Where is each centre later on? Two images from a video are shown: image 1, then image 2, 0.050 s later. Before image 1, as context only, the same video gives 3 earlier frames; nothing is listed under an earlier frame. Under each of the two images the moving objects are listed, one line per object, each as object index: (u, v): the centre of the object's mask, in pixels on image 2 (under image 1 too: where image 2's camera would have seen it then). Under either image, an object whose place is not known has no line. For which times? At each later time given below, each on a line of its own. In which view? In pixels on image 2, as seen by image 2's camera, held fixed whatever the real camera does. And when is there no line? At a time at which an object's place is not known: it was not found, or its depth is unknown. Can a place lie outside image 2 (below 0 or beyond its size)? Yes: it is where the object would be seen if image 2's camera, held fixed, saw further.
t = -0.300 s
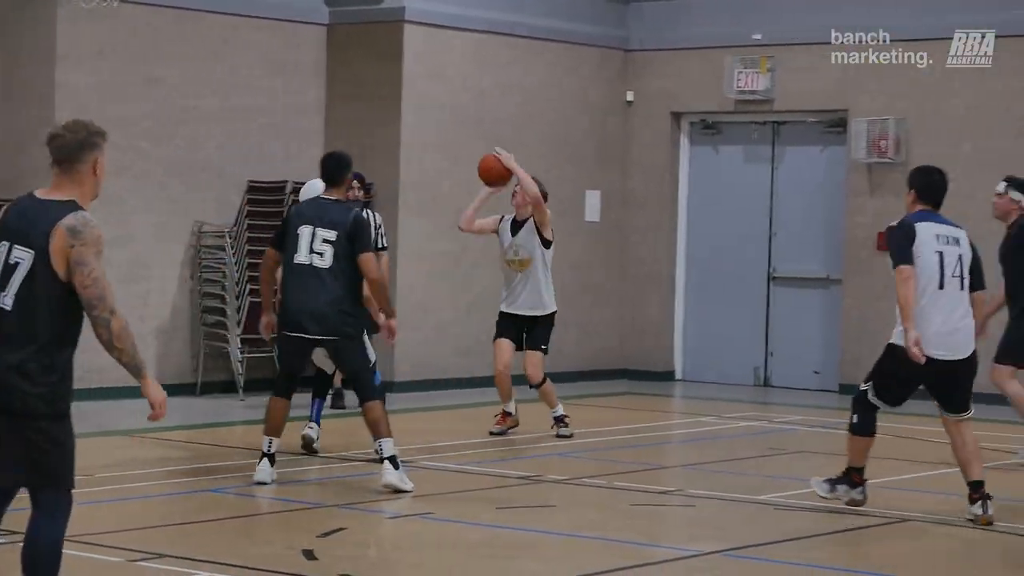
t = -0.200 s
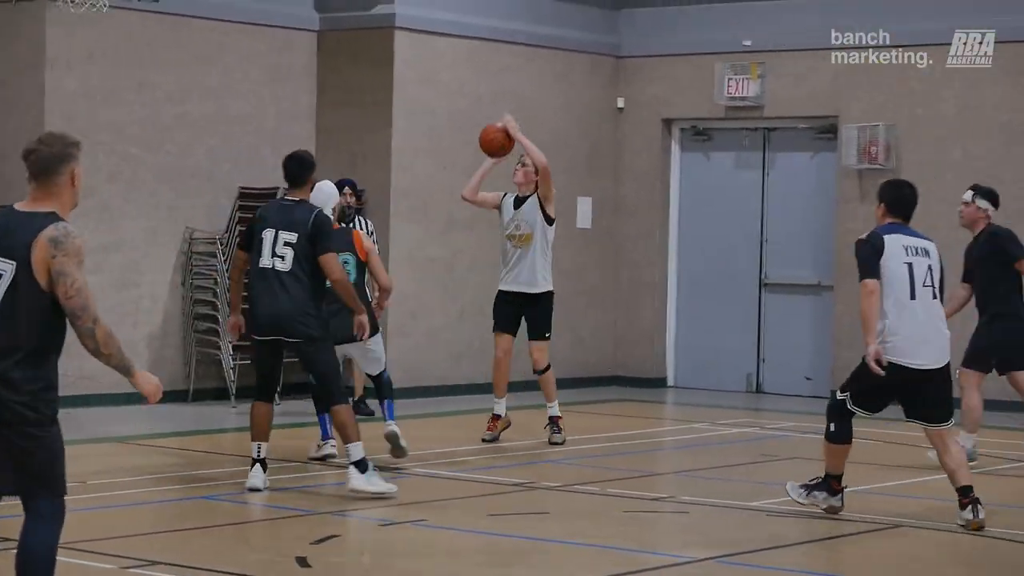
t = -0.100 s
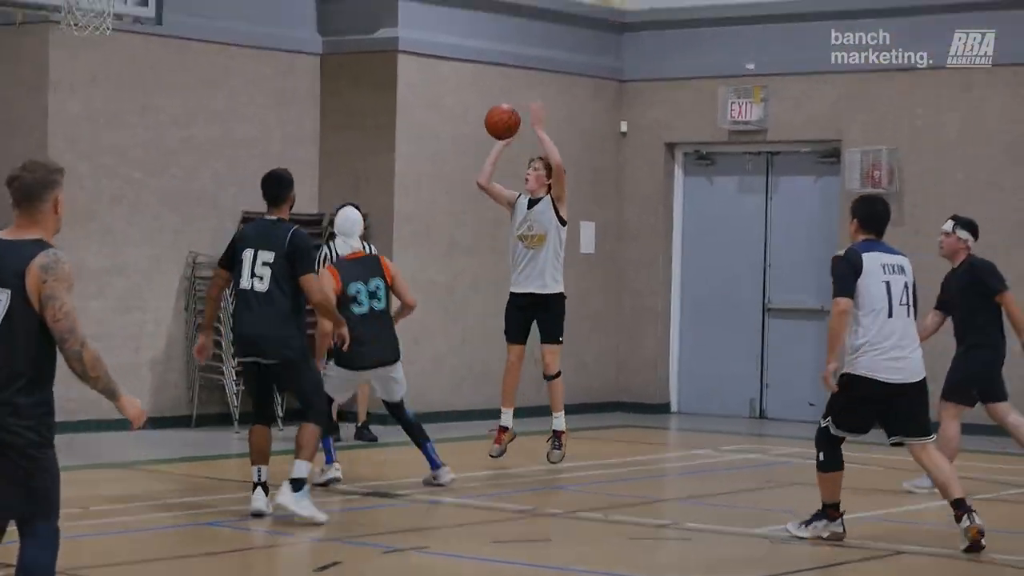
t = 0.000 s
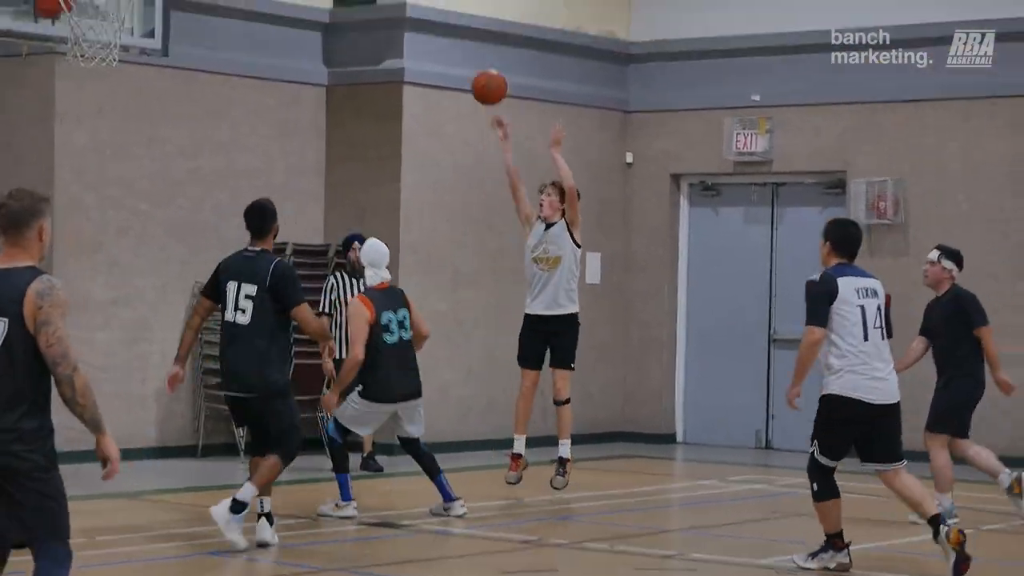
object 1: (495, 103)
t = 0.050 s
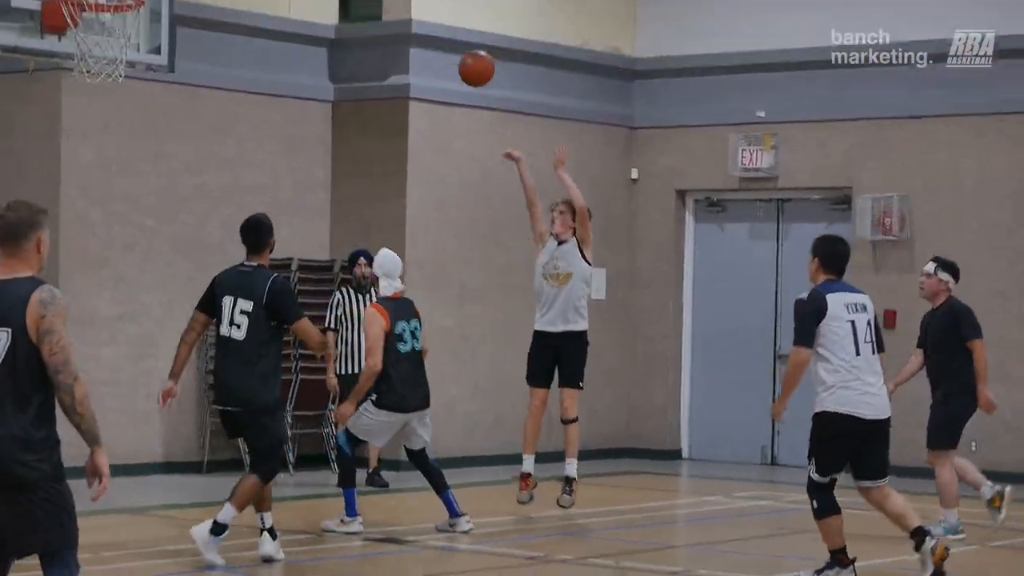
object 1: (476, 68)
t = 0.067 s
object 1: (470, 57)
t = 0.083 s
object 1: (463, 48)
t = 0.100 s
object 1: (457, 37)
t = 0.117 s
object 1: (451, 27)
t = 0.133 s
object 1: (445, 18)
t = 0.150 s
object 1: (438, 9)
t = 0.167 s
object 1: (431, 0)
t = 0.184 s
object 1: (425, -8)
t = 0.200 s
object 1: (418, -16)
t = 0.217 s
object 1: (411, -24)
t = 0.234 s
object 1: (404, -31)
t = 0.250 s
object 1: (397, -37)
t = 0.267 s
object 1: (391, -44)
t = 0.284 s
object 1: (383, -51)
